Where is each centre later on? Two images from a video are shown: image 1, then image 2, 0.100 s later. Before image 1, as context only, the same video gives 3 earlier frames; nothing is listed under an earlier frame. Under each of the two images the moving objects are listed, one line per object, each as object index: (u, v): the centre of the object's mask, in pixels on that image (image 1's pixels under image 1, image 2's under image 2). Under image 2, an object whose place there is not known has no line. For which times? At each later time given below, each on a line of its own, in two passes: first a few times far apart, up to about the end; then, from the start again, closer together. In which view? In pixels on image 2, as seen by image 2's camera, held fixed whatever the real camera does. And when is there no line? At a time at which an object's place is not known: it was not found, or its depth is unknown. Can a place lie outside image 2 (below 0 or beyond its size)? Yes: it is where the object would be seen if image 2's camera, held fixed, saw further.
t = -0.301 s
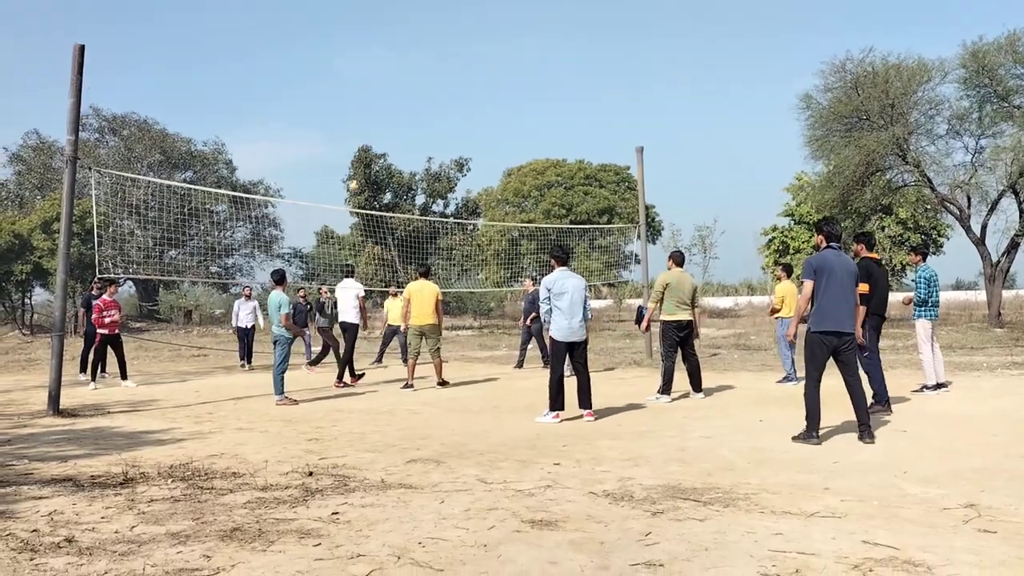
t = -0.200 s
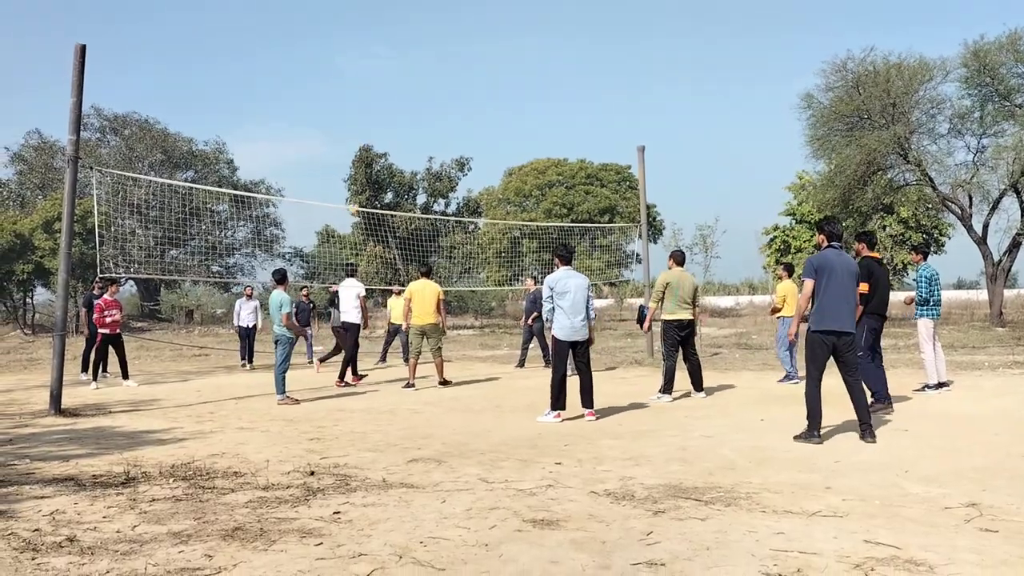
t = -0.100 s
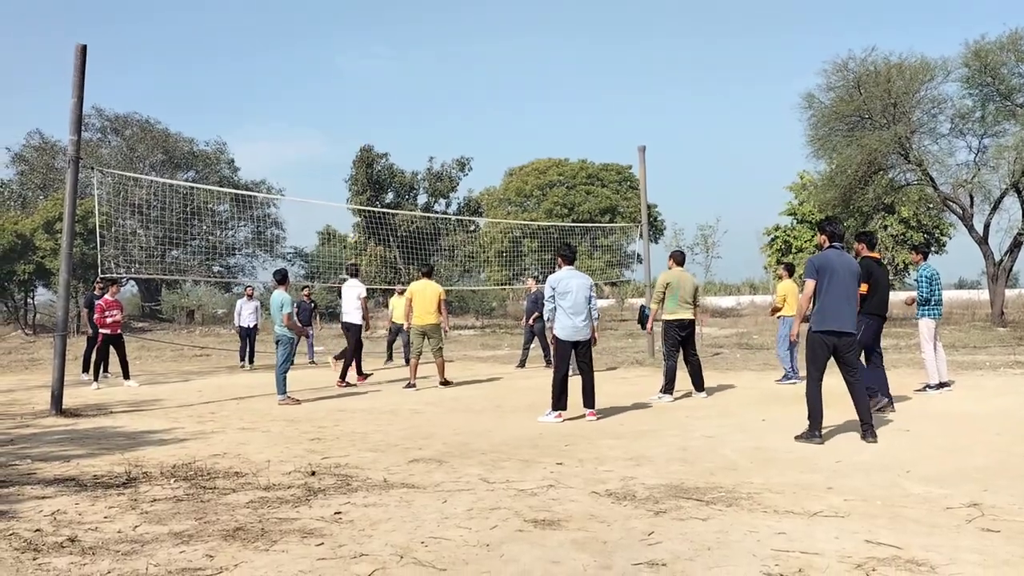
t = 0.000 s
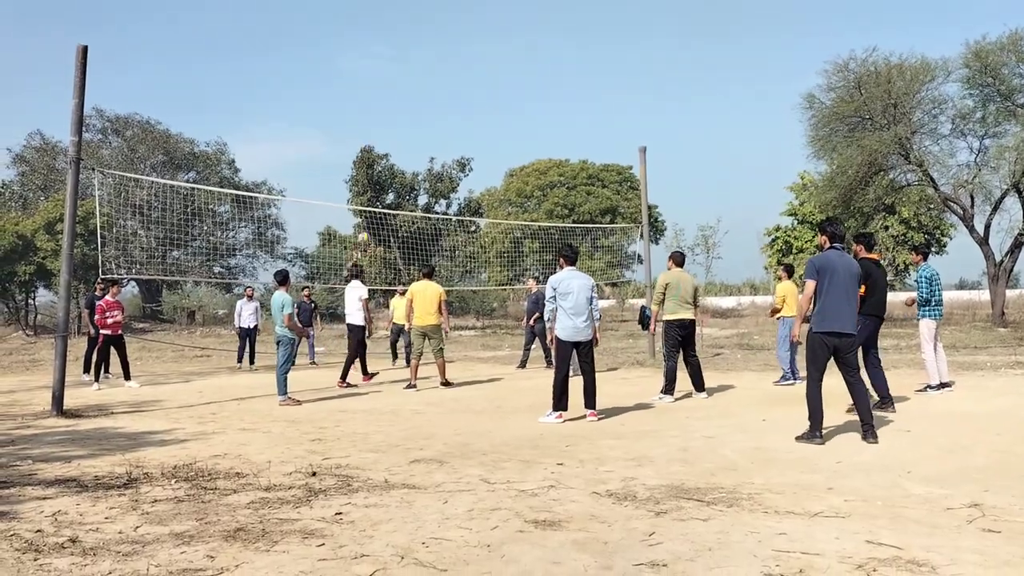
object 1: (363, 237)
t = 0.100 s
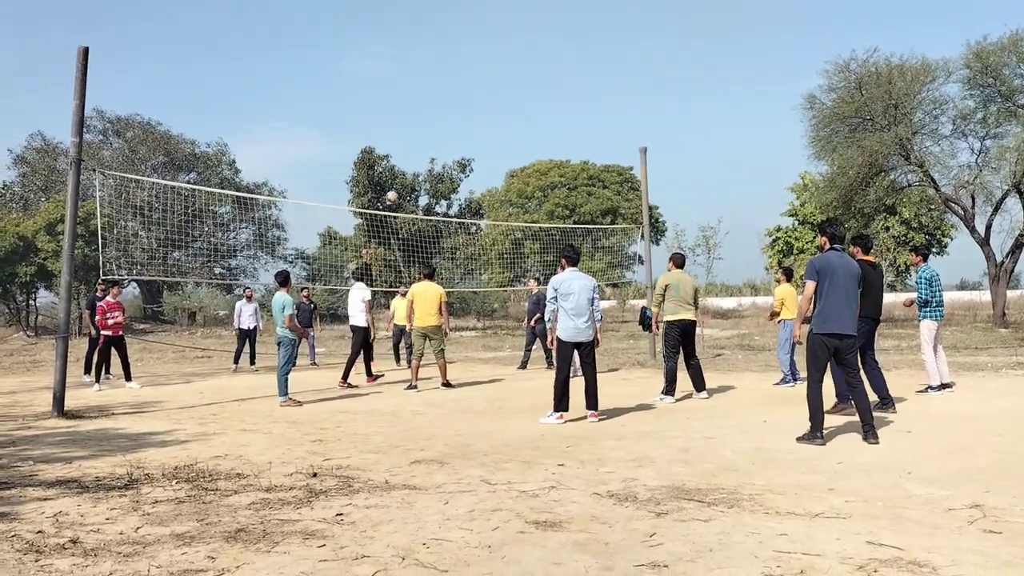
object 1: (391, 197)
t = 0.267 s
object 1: (440, 137)
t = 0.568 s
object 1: (535, 63)
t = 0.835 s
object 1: (633, 39)
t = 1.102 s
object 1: (742, 63)
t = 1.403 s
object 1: (880, 163)
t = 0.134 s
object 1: (400, 183)
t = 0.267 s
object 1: (440, 137)
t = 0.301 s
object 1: (449, 127)
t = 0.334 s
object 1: (460, 117)
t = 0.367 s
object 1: (470, 108)
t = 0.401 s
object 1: (480, 99)
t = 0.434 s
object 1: (491, 91)
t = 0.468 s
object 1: (502, 83)
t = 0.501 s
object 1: (512, 75)
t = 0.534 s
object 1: (524, 69)
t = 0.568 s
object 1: (535, 63)
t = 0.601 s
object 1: (547, 57)
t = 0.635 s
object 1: (558, 53)
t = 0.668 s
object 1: (570, 49)
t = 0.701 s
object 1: (582, 45)
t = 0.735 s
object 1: (594, 43)
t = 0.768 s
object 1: (607, 41)
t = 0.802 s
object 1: (619, 39)
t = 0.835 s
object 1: (633, 39)
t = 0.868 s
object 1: (645, 39)
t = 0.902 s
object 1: (659, 40)
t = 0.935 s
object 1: (672, 42)
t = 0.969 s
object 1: (685, 44)
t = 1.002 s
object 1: (700, 47)
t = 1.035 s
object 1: (713, 52)
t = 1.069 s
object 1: (727, 57)
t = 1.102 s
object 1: (742, 63)
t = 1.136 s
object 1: (756, 70)
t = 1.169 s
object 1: (771, 78)
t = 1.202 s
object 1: (786, 87)
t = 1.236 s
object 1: (801, 97)
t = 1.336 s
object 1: (848, 132)
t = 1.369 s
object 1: (864, 147)
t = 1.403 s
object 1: (880, 163)
